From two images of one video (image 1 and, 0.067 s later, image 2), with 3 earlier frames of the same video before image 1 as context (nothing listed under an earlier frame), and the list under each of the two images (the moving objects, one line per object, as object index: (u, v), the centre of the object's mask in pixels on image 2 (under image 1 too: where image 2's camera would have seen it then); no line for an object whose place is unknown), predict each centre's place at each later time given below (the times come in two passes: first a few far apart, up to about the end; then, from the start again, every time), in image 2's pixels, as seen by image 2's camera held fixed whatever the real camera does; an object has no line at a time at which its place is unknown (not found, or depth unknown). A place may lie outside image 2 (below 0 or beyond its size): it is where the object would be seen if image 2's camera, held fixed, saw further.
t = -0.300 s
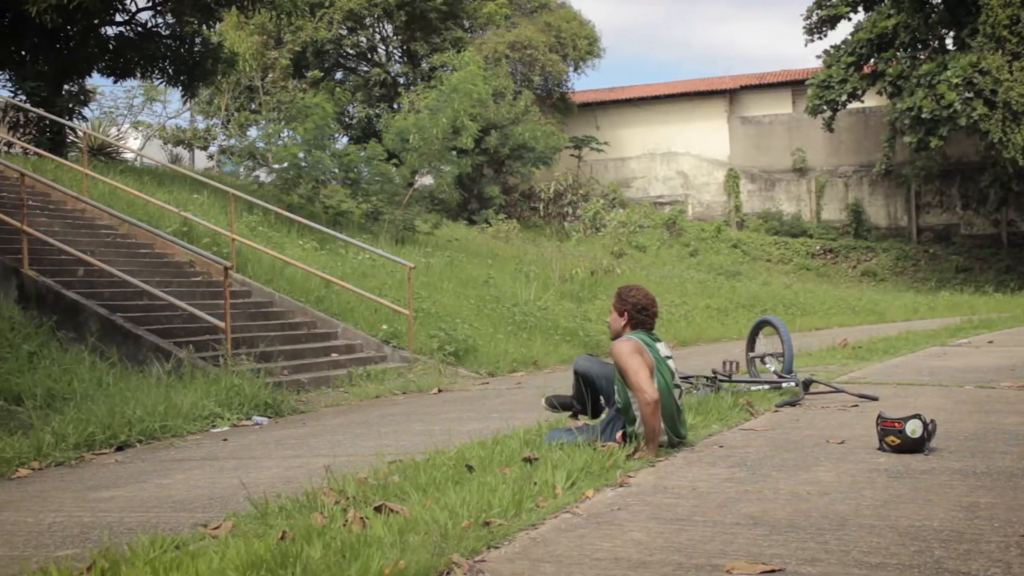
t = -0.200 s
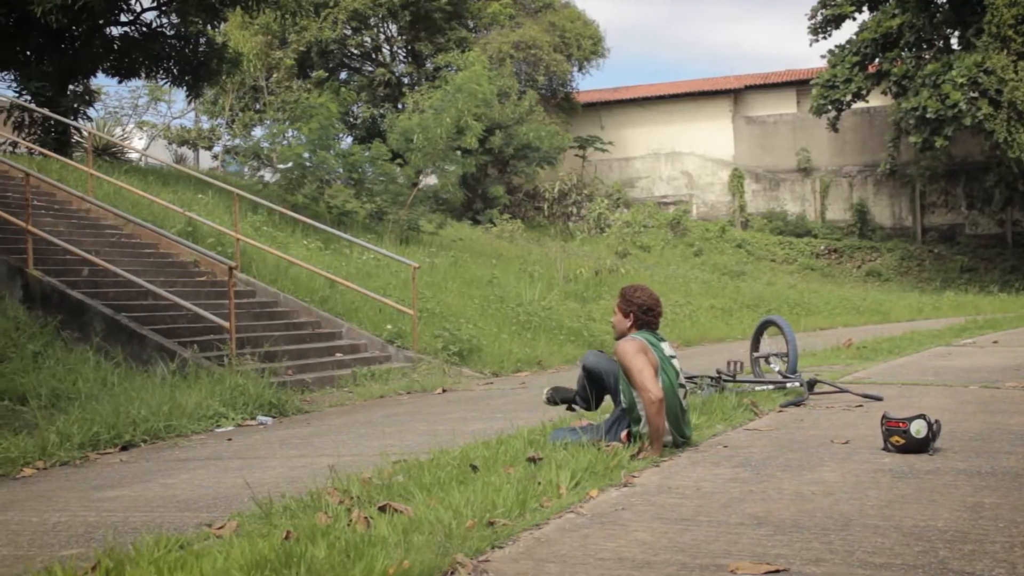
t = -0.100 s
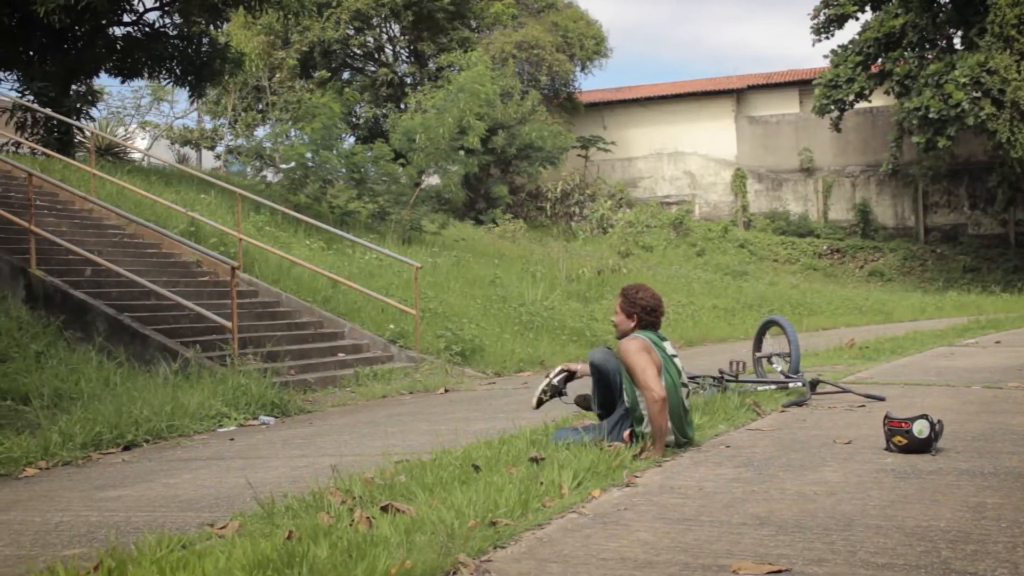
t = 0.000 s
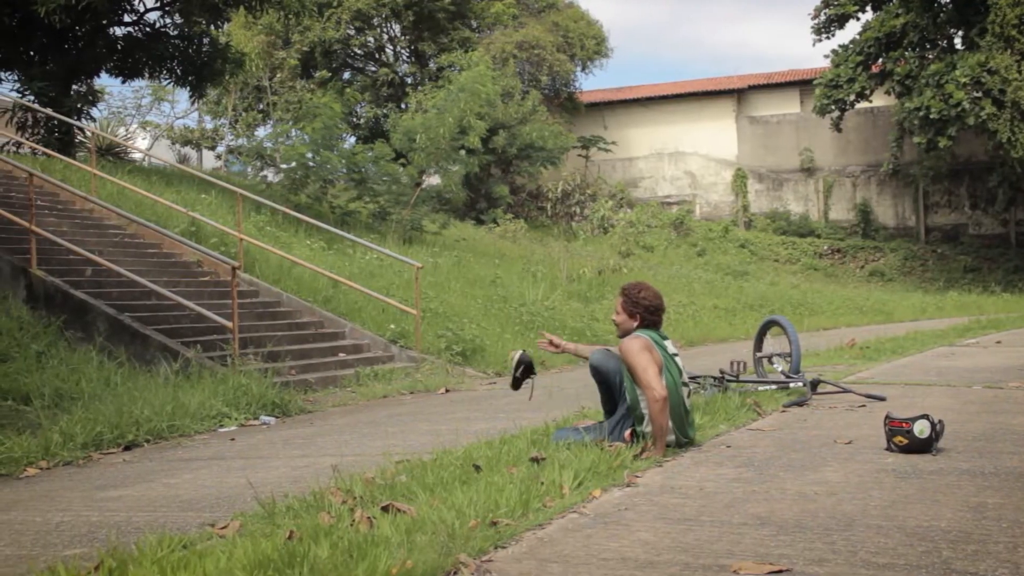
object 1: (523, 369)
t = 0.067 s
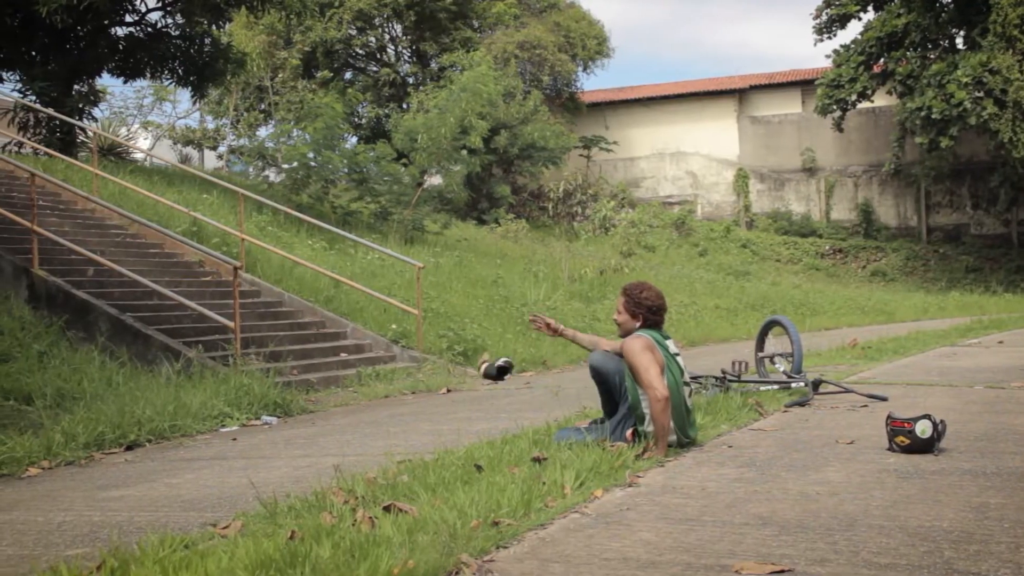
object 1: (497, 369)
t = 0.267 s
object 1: (428, 424)
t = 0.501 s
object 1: (405, 437)
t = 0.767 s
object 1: (396, 445)
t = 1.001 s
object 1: (395, 446)
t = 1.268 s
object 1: (395, 447)
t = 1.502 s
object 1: (395, 447)
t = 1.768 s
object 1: (395, 447)
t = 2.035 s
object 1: (395, 447)
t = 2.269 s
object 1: (395, 447)
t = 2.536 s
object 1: (395, 447)
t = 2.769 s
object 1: (395, 447)
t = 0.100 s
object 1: (485, 373)
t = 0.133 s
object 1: (474, 378)
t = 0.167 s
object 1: (462, 386)
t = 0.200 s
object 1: (450, 396)
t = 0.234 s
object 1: (439, 409)
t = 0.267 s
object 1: (428, 424)
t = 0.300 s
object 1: (418, 440)
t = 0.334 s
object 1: (411, 445)
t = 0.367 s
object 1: (409, 442)
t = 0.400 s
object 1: (407, 439)
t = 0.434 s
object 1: (407, 438)
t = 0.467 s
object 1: (406, 437)
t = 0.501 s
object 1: (405, 437)
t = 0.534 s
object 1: (403, 437)
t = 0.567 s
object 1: (400, 440)
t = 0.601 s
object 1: (395, 444)
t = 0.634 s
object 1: (393, 445)
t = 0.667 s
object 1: (394, 444)
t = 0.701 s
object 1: (395, 444)
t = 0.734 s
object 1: (395, 444)
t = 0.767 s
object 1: (396, 445)
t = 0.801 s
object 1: (395, 446)
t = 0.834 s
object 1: (394, 446)
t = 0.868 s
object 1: (394, 446)
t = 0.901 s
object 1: (394, 446)
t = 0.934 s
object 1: (395, 446)
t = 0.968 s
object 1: (395, 446)
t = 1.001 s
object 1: (395, 446)
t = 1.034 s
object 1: (395, 446)
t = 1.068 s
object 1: (395, 446)
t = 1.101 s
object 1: (395, 446)
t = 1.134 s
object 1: (395, 446)
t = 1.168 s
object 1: (395, 447)
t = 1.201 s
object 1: (395, 447)
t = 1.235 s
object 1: (395, 447)
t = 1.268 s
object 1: (395, 447)
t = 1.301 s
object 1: (395, 447)
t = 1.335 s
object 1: (395, 447)
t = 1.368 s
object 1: (395, 447)
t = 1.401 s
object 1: (395, 447)
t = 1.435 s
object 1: (395, 447)
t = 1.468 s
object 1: (395, 447)
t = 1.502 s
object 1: (395, 447)
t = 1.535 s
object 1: (395, 447)
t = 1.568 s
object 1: (395, 447)
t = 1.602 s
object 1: (395, 447)
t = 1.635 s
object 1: (395, 447)
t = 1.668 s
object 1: (395, 447)
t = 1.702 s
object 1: (395, 447)
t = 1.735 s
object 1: (395, 447)
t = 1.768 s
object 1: (395, 447)
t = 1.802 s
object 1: (395, 447)
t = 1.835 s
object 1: (395, 447)
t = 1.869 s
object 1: (395, 447)
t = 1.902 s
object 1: (395, 447)
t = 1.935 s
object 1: (395, 447)
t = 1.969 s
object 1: (395, 447)
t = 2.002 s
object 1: (395, 447)
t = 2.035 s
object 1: (395, 447)
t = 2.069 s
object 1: (395, 447)
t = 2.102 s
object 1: (395, 446)
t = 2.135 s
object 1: (395, 447)
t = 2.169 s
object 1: (395, 446)
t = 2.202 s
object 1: (395, 447)
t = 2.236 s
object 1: (395, 447)
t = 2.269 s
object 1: (395, 447)
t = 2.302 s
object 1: (395, 447)
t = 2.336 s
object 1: (395, 447)
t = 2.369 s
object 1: (395, 447)
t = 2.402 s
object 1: (395, 447)
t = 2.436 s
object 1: (395, 447)
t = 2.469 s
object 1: (395, 447)
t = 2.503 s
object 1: (395, 447)
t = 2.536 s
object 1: (395, 447)
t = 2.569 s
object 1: (395, 447)
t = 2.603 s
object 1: (395, 447)
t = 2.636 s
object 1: (395, 447)
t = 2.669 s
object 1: (395, 447)
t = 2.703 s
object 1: (395, 447)
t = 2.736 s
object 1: (395, 447)
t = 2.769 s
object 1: (395, 447)
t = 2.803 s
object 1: (395, 447)
